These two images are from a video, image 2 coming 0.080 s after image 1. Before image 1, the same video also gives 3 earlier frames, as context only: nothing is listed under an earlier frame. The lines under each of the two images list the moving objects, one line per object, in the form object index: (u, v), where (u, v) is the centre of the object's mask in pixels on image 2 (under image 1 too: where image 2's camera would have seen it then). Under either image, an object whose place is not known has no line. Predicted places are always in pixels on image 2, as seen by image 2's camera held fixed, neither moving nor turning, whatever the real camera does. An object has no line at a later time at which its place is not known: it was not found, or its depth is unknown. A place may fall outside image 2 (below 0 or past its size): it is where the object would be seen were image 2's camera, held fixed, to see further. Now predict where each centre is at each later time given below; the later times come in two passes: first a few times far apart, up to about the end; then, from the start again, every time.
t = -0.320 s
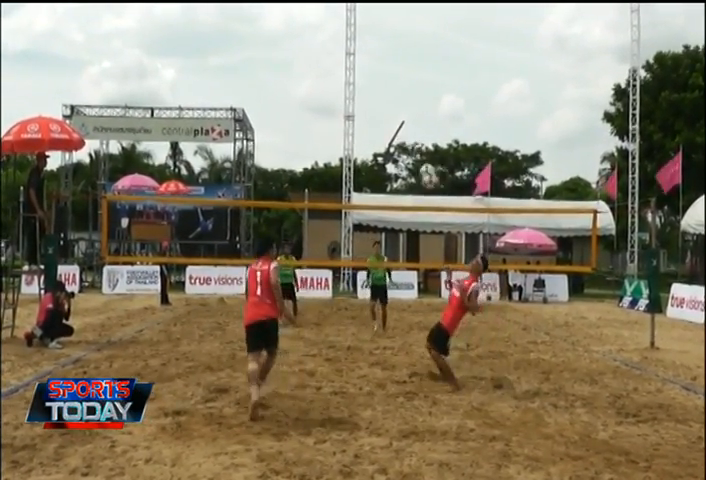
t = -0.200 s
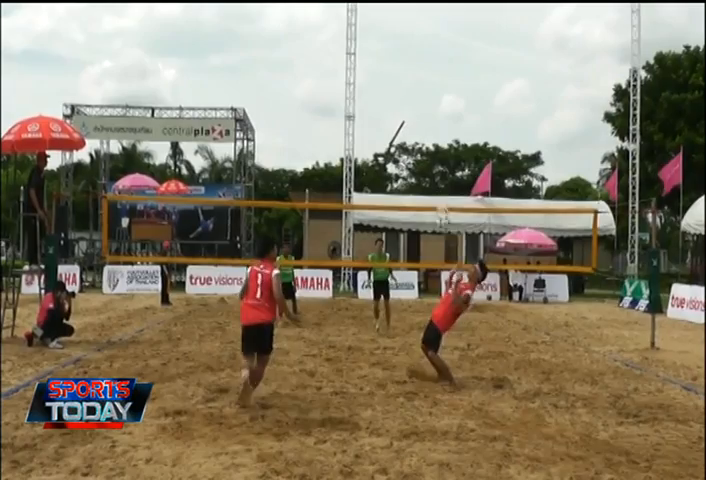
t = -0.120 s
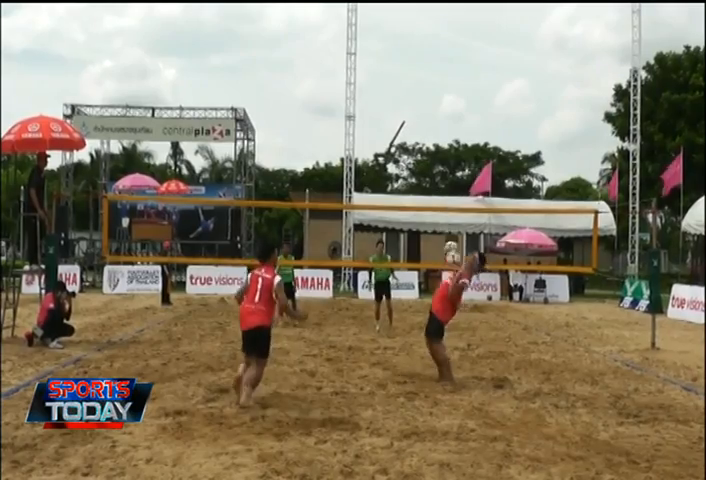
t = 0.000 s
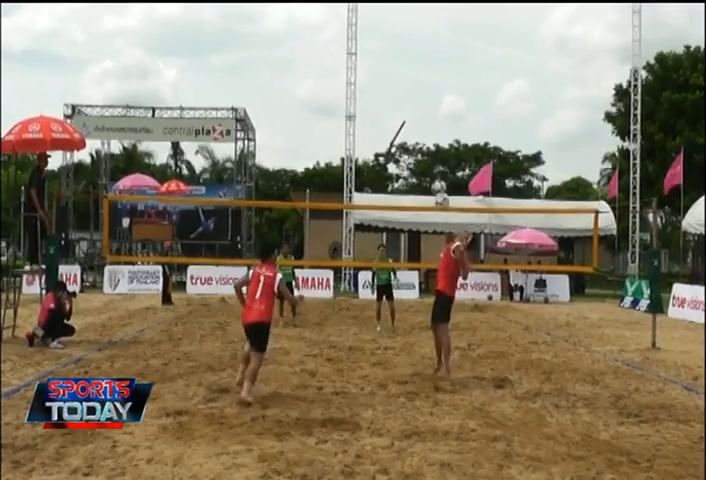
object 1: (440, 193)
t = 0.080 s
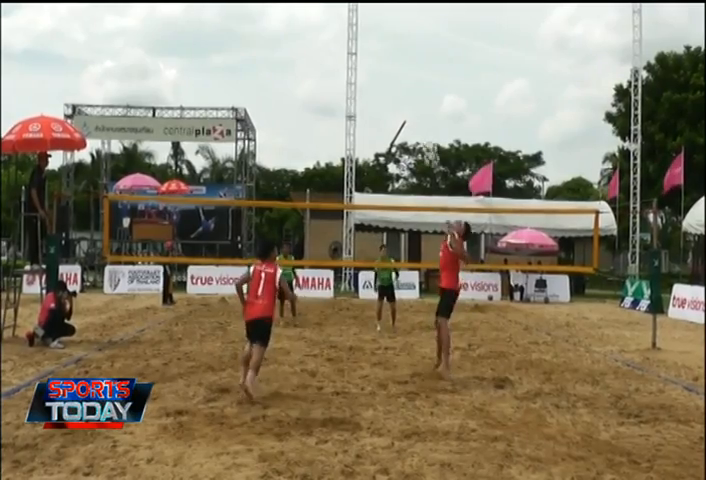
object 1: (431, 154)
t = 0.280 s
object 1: (406, 79)
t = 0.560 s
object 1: (372, 34)
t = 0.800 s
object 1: (345, 44)
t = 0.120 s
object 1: (425, 136)
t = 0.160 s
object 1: (420, 119)
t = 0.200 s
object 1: (415, 102)
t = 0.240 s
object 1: (412, 93)
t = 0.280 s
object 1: (406, 79)
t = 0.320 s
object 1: (399, 67)
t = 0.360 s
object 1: (395, 59)
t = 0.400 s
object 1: (392, 51)
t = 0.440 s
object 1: (386, 45)
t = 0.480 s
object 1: (382, 40)
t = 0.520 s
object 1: (377, 37)
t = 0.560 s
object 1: (372, 34)
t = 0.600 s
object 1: (367, 33)
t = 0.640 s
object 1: (363, 32)
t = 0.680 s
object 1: (358, 33)
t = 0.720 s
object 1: (354, 37)
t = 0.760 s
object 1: (349, 40)
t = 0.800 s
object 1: (345, 44)
